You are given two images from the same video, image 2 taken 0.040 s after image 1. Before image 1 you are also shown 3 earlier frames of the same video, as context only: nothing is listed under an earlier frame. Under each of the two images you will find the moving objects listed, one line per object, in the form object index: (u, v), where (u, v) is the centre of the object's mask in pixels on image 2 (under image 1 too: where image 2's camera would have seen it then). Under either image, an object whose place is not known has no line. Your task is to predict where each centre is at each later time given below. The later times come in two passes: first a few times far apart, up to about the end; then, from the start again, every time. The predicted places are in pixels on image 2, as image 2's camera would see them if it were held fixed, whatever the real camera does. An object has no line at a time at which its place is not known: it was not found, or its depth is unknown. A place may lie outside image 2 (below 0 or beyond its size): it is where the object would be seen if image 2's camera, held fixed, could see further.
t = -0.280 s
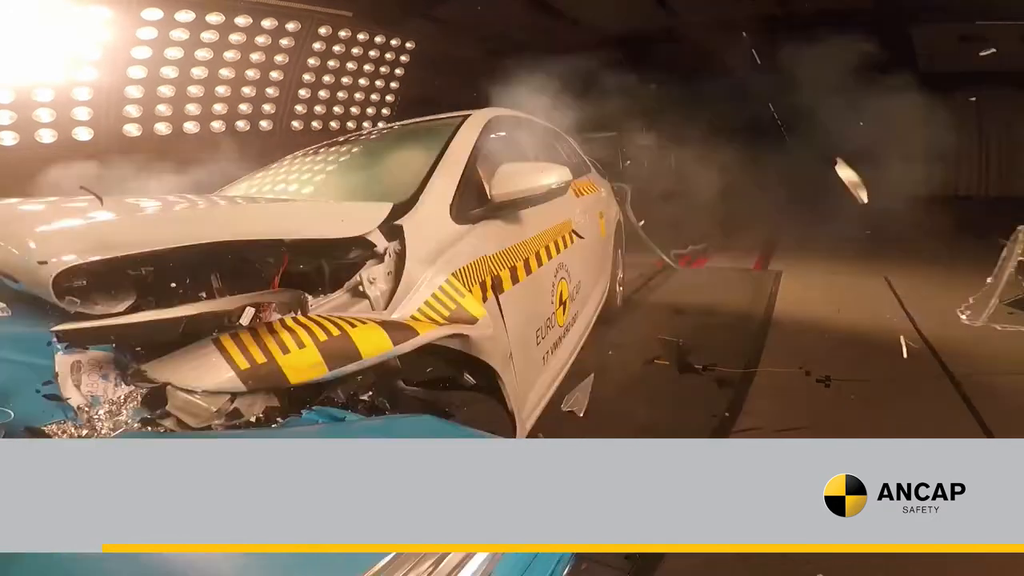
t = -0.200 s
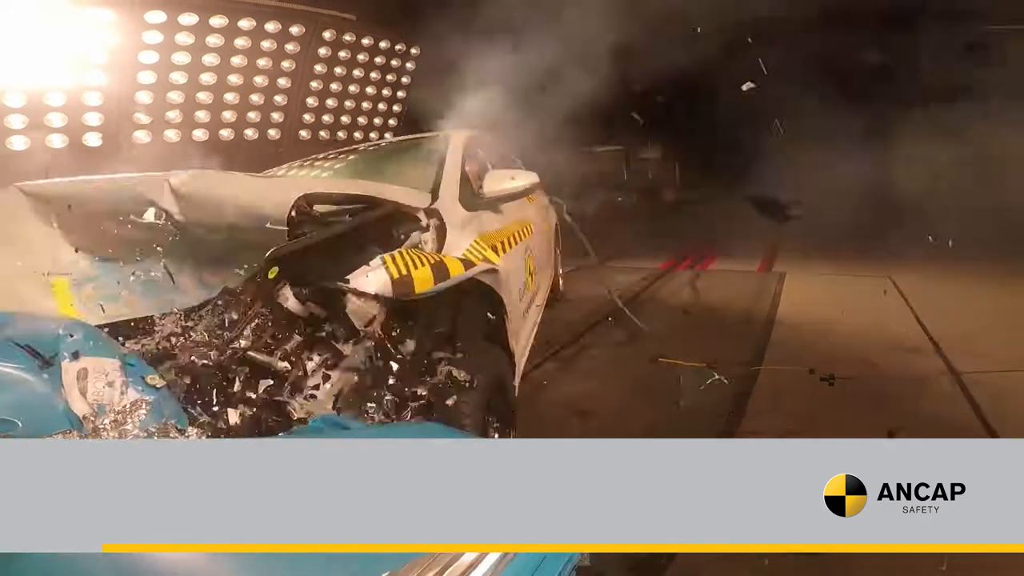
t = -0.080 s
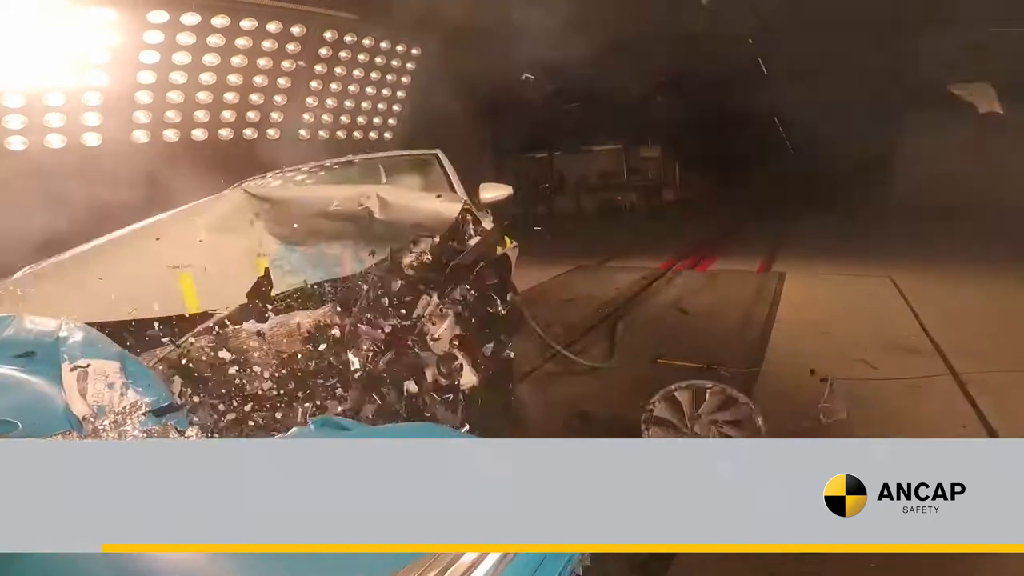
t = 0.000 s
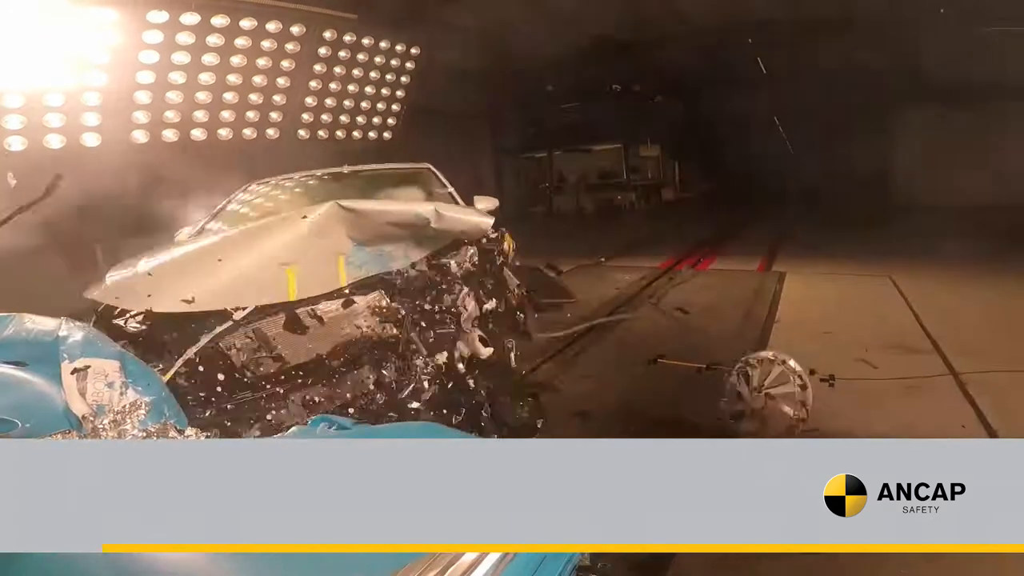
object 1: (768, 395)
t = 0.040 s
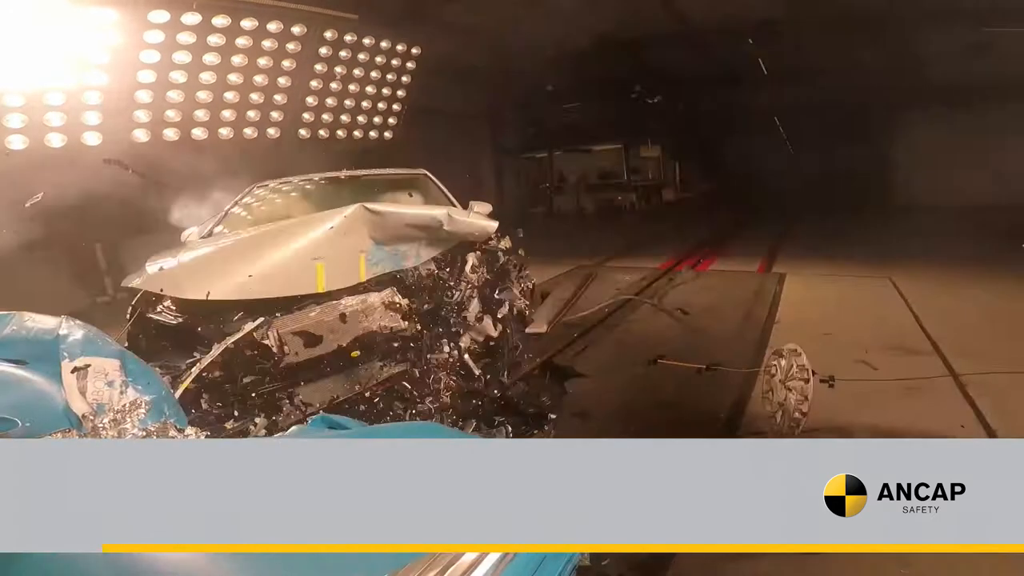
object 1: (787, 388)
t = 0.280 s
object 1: (897, 373)
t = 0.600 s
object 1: (980, 355)
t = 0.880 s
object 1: (1000, 355)
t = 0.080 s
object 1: (804, 389)
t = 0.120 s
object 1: (824, 385)
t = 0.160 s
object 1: (844, 383)
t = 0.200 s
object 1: (863, 378)
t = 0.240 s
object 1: (881, 375)
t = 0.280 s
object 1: (897, 373)
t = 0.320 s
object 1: (911, 370)
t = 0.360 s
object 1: (924, 368)
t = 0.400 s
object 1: (935, 367)
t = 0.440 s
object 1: (946, 364)
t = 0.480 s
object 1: (955, 362)
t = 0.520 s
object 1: (965, 359)
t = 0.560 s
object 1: (972, 357)
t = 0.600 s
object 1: (980, 355)
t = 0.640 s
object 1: (985, 352)
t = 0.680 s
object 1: (994, 351)
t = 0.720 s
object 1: (997, 348)
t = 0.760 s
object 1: (997, 346)
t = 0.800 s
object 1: (997, 347)
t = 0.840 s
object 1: (998, 350)
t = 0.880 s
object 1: (1000, 355)
